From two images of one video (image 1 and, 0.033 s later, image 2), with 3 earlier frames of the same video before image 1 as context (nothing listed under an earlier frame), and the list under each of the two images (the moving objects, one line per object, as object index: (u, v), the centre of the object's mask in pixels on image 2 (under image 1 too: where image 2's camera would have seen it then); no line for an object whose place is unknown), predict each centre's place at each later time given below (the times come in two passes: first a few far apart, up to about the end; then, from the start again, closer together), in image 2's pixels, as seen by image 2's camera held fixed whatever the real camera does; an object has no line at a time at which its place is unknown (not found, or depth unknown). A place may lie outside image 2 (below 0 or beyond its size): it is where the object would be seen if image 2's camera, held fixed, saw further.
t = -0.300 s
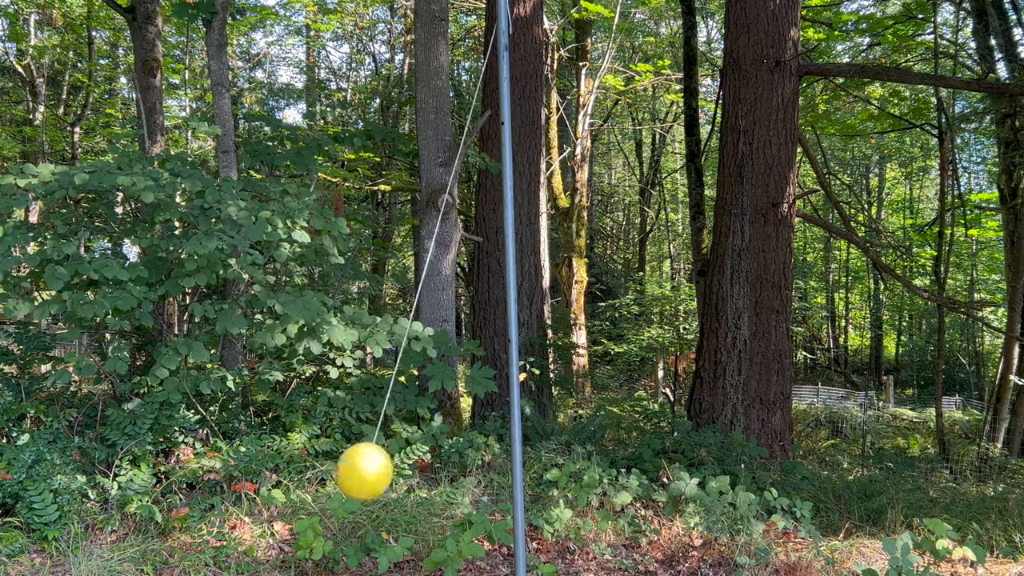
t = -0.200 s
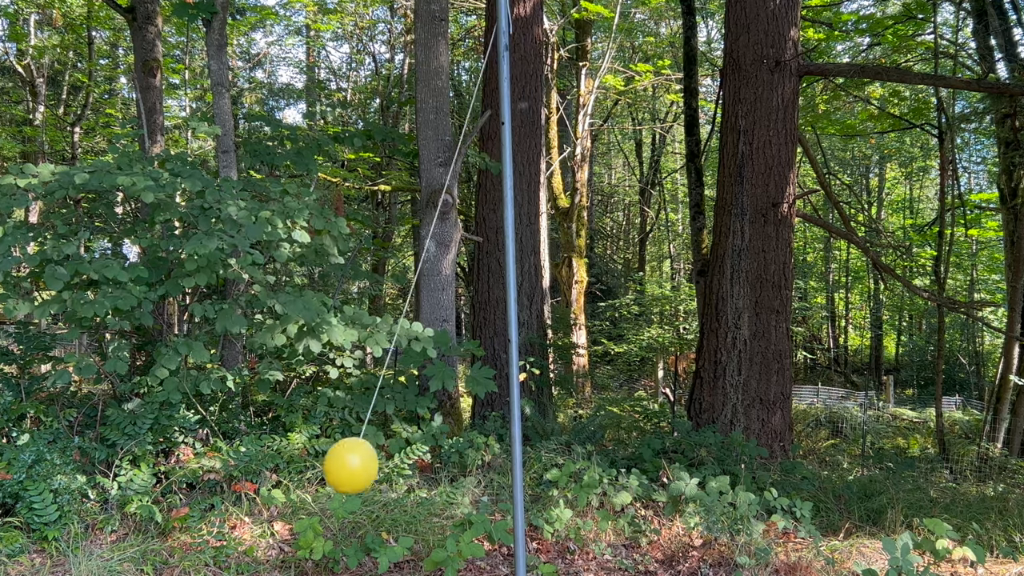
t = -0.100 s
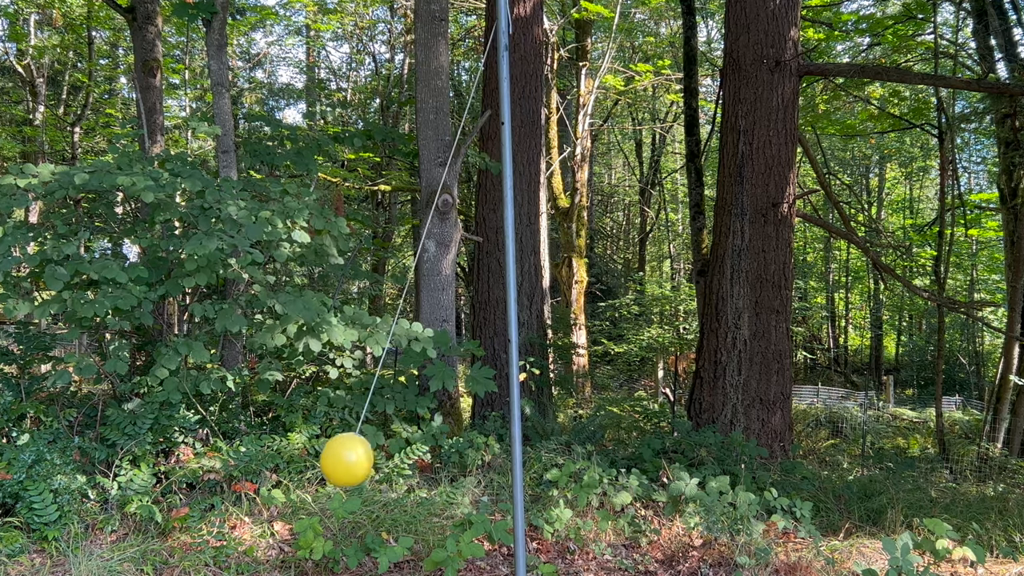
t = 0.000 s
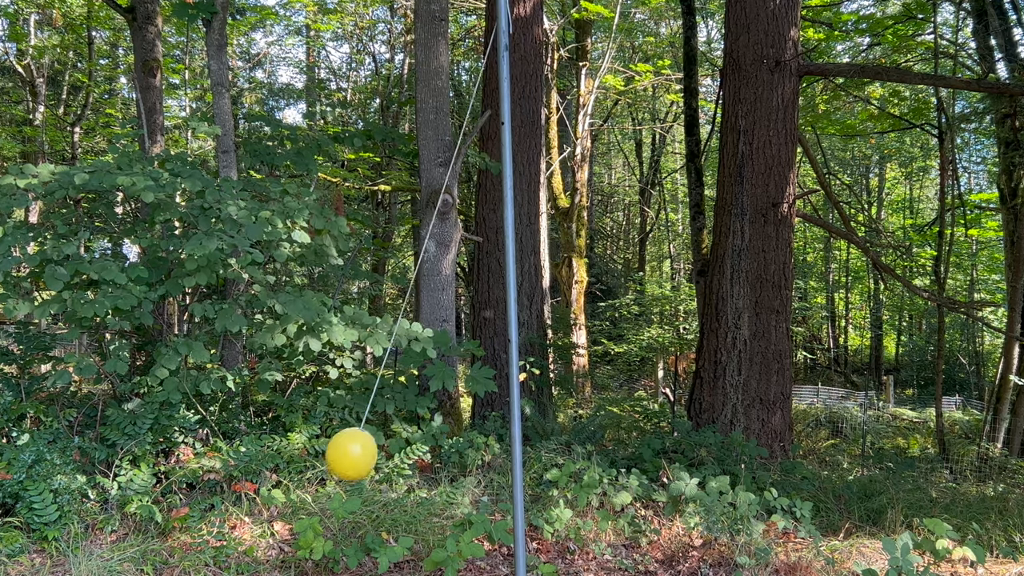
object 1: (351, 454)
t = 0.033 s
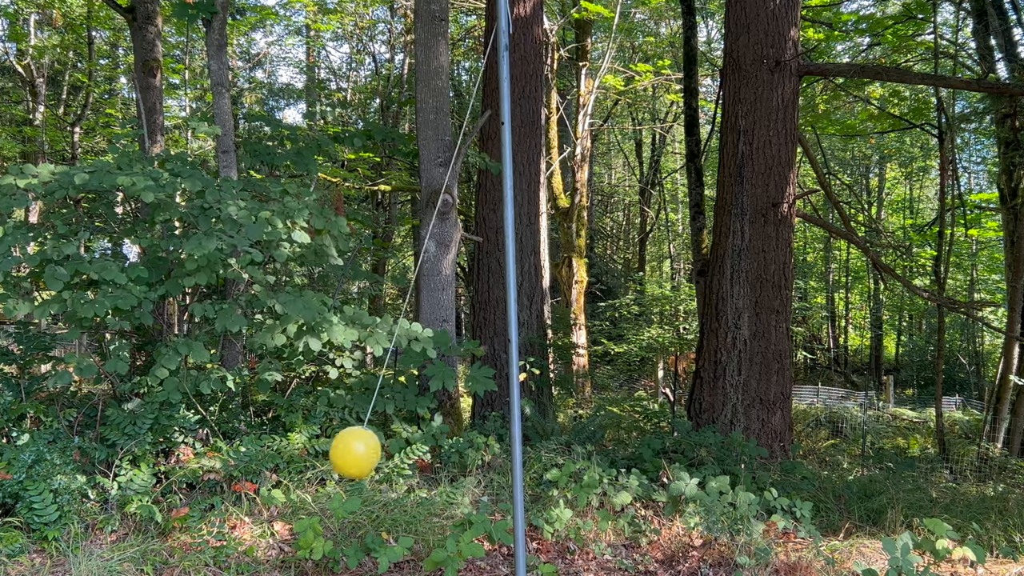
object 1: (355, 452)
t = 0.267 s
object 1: (400, 441)
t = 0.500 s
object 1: (467, 435)
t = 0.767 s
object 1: (550, 434)
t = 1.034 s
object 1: (622, 443)
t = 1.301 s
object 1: (661, 461)
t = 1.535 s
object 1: (650, 484)
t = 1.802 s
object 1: (579, 505)
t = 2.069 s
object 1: (468, 515)
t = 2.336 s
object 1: (374, 503)
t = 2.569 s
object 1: (342, 487)
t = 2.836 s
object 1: (362, 469)
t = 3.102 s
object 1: (425, 457)
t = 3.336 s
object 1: (494, 453)
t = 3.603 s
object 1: (579, 456)
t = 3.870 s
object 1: (644, 469)
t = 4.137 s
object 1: (669, 490)
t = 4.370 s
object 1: (647, 521)
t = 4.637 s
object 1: (567, 548)
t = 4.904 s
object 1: (453, 551)
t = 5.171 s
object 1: (365, 540)
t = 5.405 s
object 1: (337, 518)
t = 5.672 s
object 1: (360, 497)
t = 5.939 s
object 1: (424, 484)
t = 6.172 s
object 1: (494, 479)
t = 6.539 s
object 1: (602, 486)
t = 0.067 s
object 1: (359, 450)
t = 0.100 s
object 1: (364, 449)
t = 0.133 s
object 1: (370, 447)
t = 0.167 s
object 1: (376, 445)
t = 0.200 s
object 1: (383, 444)
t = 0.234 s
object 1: (391, 442)
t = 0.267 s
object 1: (400, 441)
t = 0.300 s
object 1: (408, 440)
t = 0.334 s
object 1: (418, 439)
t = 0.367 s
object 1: (427, 438)
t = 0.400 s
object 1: (436, 437)
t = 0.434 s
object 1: (446, 436)
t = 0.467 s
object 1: (456, 436)
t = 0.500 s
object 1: (467, 435)
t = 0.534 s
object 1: (477, 435)
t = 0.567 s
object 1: (488, 434)
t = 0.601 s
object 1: (495, 434)
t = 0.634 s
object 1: (506, 434)
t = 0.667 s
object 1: (521, 433)
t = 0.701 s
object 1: (535, 434)
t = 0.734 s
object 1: (541, 434)
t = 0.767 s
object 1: (550, 434)
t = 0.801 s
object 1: (561, 435)
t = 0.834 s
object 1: (571, 435)
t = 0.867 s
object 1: (580, 436)
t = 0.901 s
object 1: (589, 437)
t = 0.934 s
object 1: (598, 438)
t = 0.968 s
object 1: (607, 439)
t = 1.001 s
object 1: (615, 441)
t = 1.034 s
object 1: (622, 443)
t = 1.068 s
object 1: (629, 445)
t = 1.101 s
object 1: (636, 446)
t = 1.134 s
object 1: (642, 448)
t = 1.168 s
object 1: (647, 450)
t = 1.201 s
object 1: (652, 452)
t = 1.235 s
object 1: (656, 456)
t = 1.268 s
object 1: (659, 459)
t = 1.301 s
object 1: (661, 461)
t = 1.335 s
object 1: (663, 465)
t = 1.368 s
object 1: (663, 468)
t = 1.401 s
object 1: (662, 470)
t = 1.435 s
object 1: (661, 472)
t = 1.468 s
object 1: (658, 476)
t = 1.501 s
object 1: (655, 479)
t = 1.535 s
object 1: (650, 484)
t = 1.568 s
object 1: (645, 487)
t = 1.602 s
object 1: (638, 489)
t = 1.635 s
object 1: (630, 492)
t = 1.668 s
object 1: (623, 495)
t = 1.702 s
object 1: (613, 499)
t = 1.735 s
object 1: (602, 501)
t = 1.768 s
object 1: (590, 503)
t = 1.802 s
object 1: (579, 505)
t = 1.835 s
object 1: (566, 507)
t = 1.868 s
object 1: (552, 508)
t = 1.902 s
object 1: (539, 511)
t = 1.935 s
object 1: (525, 514)
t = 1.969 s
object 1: (510, 514)
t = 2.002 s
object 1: (496, 514)
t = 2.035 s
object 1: (482, 515)
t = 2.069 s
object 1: (468, 515)
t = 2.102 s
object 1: (454, 513)
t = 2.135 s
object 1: (440, 513)
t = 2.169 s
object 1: (428, 512)
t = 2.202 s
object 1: (415, 510)
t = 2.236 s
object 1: (404, 509)
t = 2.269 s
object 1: (393, 508)
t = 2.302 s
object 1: (383, 505)
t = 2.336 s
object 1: (374, 503)
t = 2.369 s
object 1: (367, 501)
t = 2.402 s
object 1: (360, 499)
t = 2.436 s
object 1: (354, 496)
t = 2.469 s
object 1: (349, 494)
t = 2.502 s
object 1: (346, 492)
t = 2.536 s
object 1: (344, 489)
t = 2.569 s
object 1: (342, 487)
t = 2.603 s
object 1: (341, 484)
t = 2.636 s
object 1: (342, 482)
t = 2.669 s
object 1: (343, 479)
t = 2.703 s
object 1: (345, 477)
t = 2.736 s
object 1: (348, 475)
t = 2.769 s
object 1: (352, 473)
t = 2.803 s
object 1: (357, 470)
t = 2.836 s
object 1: (362, 469)
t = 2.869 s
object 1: (368, 467)
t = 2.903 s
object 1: (374, 465)
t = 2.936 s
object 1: (381, 463)
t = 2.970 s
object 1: (389, 462)
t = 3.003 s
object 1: (398, 461)
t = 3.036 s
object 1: (407, 459)
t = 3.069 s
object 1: (416, 458)
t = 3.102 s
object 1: (425, 457)
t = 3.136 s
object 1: (434, 456)
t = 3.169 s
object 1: (445, 455)
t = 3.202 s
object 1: (455, 455)
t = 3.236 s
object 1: (465, 454)
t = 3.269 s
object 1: (476, 454)
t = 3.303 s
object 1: (486, 453)
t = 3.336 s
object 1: (494, 453)
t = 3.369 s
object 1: (504, 453)
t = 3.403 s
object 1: (522, 453)
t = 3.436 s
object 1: (535, 453)
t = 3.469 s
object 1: (541, 454)
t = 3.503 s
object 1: (550, 454)
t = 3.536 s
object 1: (560, 455)
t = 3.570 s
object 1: (570, 456)
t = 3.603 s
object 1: (579, 456)
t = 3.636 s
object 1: (589, 457)
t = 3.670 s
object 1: (598, 459)
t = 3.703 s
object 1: (607, 460)
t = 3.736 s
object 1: (615, 462)
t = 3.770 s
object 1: (623, 463)
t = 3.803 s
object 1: (631, 466)
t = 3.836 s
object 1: (638, 467)
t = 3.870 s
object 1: (644, 469)
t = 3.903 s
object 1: (650, 472)
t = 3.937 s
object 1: (655, 474)
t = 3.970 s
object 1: (659, 476)
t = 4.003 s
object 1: (663, 479)
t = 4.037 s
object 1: (666, 482)
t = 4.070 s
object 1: (667, 484)
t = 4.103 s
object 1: (669, 487)
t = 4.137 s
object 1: (669, 490)
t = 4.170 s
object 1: (668, 493)
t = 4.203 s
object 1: (667, 496)
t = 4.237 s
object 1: (664, 500)
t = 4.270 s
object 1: (661, 502)
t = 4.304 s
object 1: (657, 508)
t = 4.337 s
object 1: (653, 515)
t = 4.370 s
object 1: (647, 521)
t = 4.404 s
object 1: (640, 522)
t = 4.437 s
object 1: (632, 525)
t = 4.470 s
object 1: (623, 530)
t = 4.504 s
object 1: (615, 538)
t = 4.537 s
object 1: (604, 546)
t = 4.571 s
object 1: (593, 546)
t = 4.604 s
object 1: (580, 546)
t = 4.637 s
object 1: (567, 548)
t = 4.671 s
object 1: (554, 550)
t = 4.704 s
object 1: (540, 551)
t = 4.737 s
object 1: (525, 551)
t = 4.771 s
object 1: (511, 551)
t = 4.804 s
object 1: (496, 552)
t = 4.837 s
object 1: (481, 552)
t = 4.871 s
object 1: (467, 552)
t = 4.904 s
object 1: (453, 551)
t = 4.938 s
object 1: (439, 551)
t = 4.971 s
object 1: (427, 550)
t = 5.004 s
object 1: (415, 549)
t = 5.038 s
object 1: (403, 548)
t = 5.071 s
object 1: (392, 547)
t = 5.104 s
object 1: (382, 544)
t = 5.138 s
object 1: (373, 542)
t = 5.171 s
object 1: (365, 540)
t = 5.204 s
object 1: (358, 537)
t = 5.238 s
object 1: (353, 534)
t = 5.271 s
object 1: (348, 530)
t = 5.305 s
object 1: (344, 528)
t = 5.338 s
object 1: (340, 525)
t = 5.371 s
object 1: (338, 521)
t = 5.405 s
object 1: (337, 518)
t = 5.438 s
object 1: (337, 516)
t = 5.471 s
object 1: (338, 513)
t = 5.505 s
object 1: (340, 510)
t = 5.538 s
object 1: (342, 507)
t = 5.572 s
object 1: (346, 505)
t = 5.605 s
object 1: (350, 502)
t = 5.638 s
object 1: (355, 500)
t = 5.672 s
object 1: (360, 497)
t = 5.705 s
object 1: (367, 496)
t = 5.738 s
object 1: (374, 494)
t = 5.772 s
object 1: (381, 491)
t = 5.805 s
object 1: (388, 490)
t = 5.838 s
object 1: (397, 489)
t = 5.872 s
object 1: (405, 488)
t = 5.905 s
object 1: (415, 486)
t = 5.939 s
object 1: (424, 484)
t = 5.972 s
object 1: (434, 483)
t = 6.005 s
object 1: (443, 482)
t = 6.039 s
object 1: (454, 481)
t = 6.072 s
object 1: (464, 481)
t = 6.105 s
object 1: (475, 480)
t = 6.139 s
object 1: (485, 479)
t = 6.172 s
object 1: (494, 479)
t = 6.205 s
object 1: (500, 481)
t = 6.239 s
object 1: (512, 482)
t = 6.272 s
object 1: (529, 481)
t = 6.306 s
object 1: (539, 480)
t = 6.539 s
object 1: (602, 486)
